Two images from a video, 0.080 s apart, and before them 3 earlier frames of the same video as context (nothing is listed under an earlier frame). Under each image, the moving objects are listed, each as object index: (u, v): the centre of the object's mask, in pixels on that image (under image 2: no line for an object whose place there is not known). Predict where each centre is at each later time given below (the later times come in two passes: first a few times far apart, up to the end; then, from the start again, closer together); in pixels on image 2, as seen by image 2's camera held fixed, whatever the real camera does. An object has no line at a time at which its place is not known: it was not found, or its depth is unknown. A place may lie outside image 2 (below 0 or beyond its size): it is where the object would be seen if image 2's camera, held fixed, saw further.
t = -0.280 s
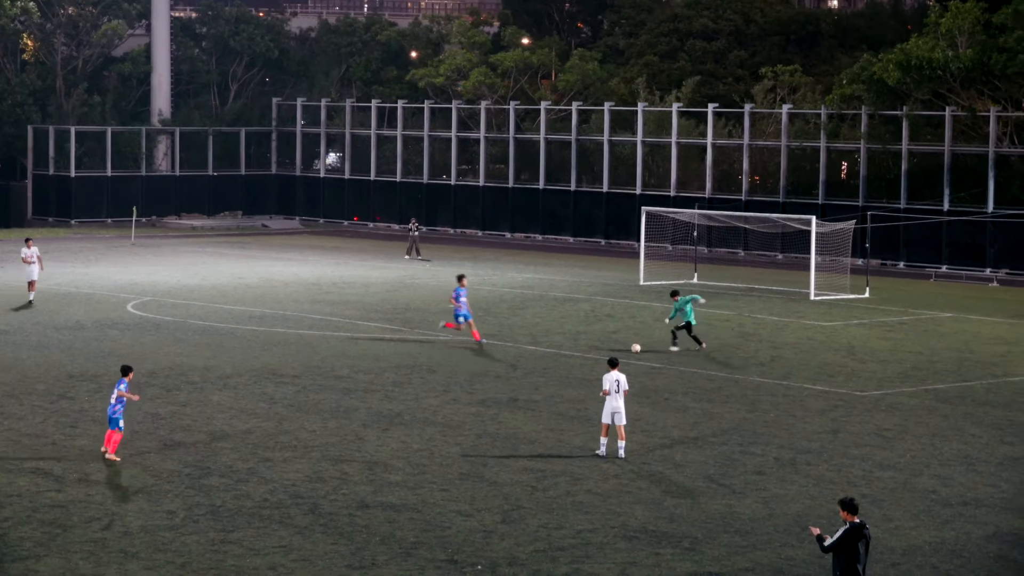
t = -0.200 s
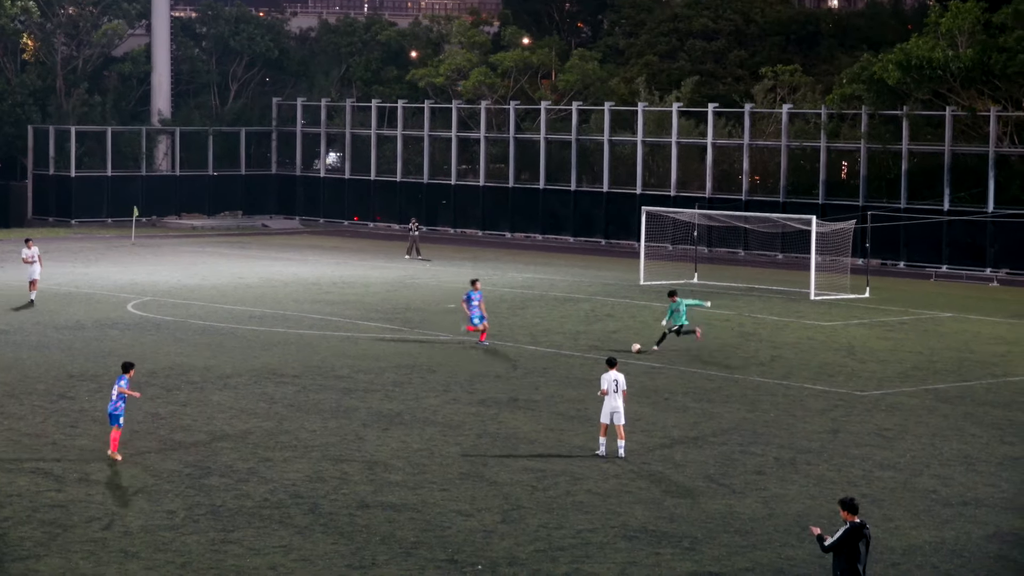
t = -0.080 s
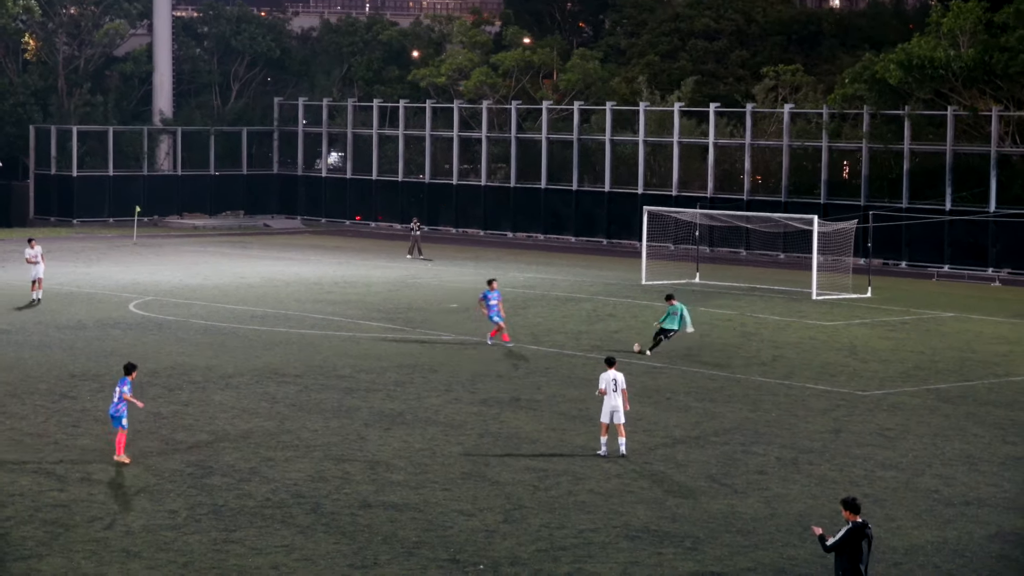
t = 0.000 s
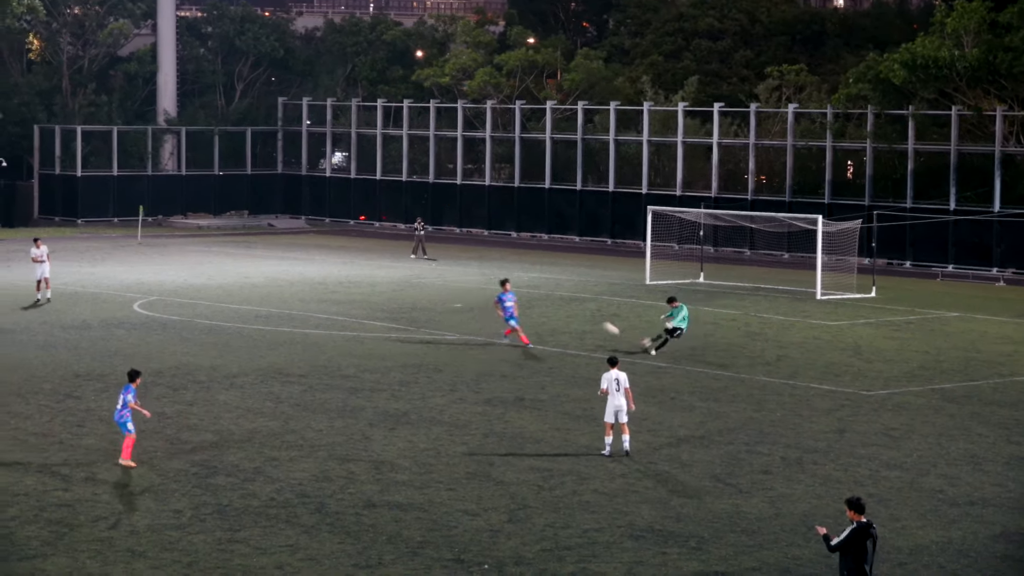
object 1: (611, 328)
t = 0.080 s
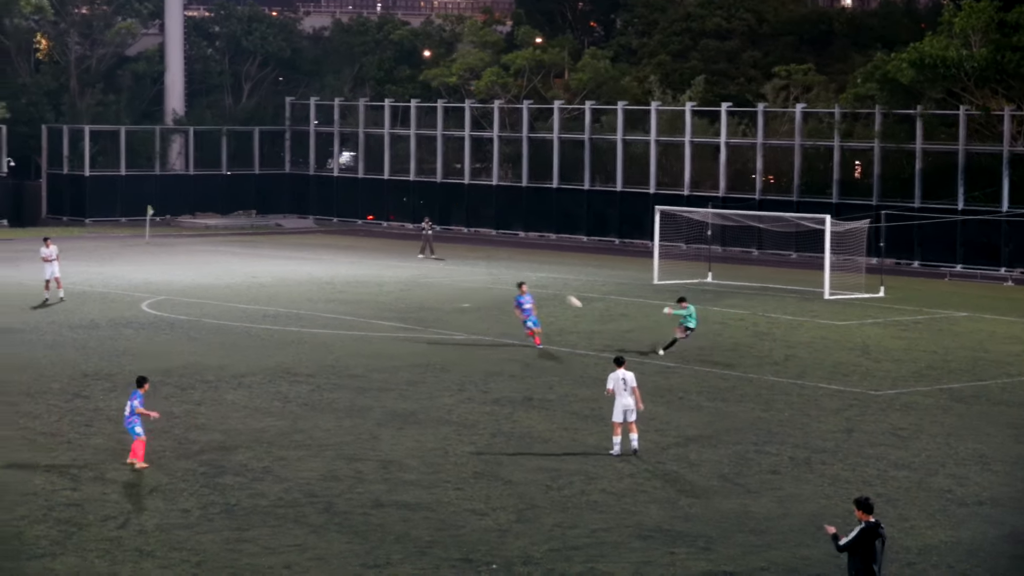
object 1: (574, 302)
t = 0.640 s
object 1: (211, 132)
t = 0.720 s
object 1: (150, 110)
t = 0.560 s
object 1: (269, 155)
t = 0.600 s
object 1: (241, 144)
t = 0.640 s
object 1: (211, 132)
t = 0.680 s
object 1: (181, 121)
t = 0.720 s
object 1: (150, 110)
